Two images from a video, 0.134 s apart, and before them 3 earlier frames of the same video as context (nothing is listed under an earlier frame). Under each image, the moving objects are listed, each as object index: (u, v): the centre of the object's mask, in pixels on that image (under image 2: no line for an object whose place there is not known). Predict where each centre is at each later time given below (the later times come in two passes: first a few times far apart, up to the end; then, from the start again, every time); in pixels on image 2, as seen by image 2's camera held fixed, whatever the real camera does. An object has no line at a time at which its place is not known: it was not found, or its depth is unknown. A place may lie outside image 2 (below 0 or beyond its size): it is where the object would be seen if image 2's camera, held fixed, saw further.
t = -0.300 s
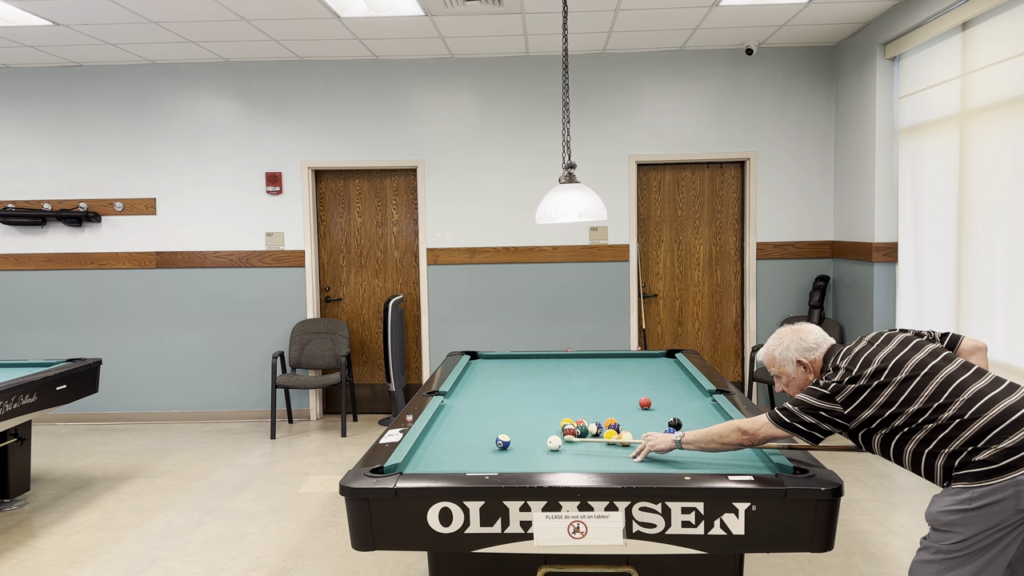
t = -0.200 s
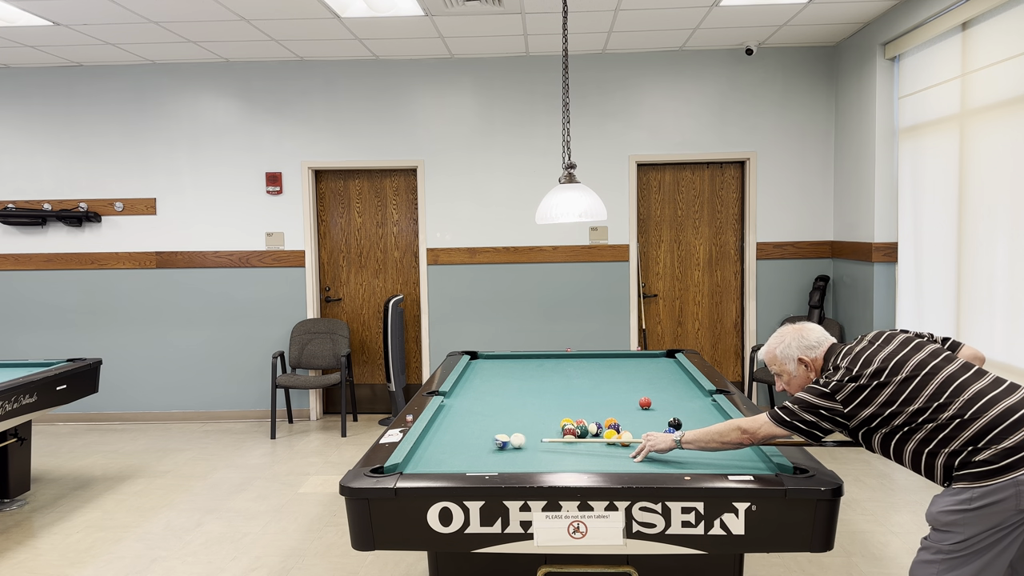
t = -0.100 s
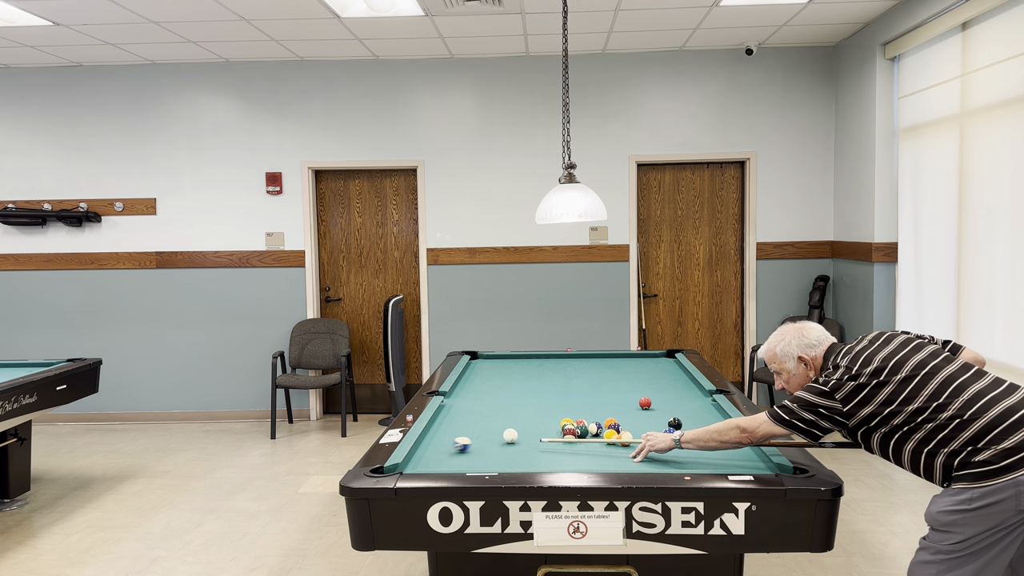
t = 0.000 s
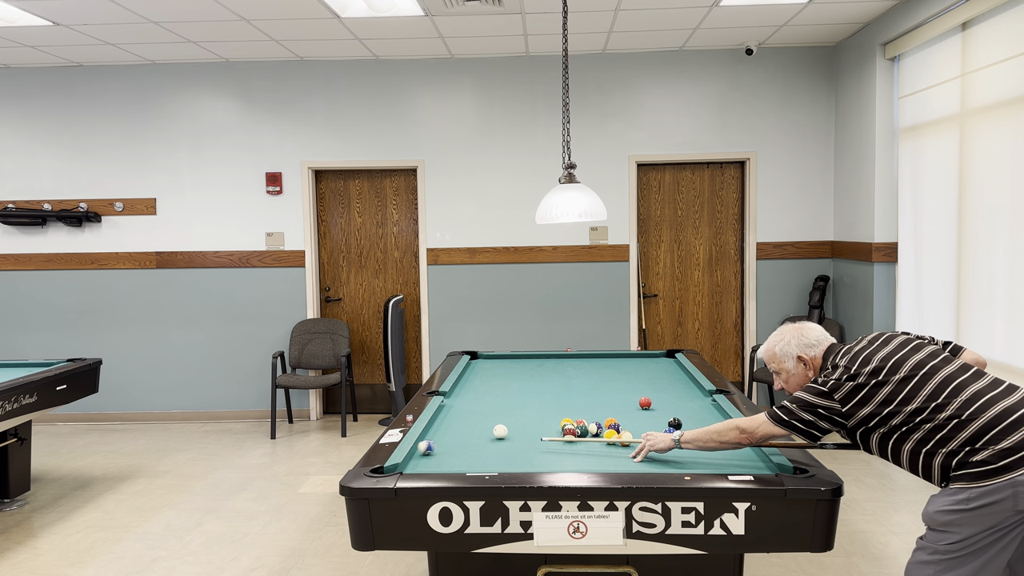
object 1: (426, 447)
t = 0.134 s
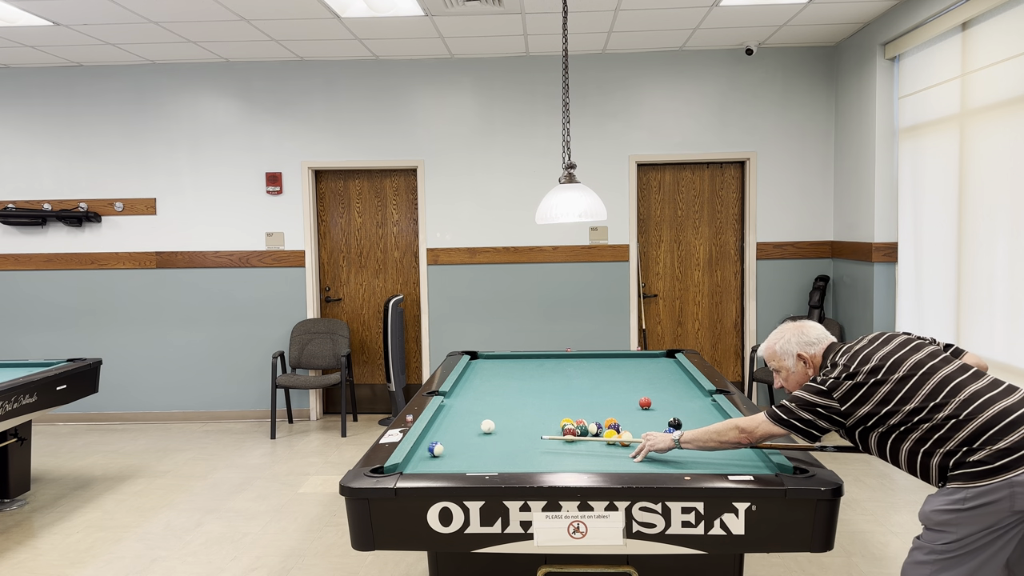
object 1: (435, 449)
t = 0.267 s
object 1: (454, 450)
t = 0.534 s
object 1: (491, 452)
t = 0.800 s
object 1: (528, 455)
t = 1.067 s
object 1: (565, 458)
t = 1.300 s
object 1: (595, 459)
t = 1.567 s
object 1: (631, 462)
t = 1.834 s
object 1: (666, 464)
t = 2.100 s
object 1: (698, 465)
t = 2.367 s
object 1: (728, 466)
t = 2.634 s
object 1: (753, 466)
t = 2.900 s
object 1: (774, 466)
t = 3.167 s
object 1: (773, 468)
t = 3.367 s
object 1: (772, 469)
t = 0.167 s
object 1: (440, 449)
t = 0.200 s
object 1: (445, 449)
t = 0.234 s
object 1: (449, 449)
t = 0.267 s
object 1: (454, 450)
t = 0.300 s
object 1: (458, 450)
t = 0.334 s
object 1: (463, 450)
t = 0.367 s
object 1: (469, 451)
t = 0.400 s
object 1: (473, 451)
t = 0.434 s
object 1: (478, 452)
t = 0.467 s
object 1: (482, 452)
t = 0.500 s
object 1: (487, 452)
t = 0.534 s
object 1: (491, 452)
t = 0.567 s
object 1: (496, 453)
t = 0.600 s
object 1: (500, 453)
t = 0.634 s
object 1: (505, 453)
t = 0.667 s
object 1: (510, 453)
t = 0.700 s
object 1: (515, 454)
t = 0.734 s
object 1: (519, 455)
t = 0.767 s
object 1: (523, 455)
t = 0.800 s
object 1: (528, 455)
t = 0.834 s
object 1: (533, 455)
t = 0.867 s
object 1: (537, 456)
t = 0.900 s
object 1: (542, 456)
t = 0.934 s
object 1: (546, 456)
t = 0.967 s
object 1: (551, 456)
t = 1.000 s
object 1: (556, 457)
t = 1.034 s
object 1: (560, 457)
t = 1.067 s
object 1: (565, 458)
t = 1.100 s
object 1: (569, 458)
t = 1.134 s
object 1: (573, 458)
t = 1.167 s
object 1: (578, 459)
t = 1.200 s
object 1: (583, 459)
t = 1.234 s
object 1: (587, 459)
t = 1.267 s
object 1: (591, 460)
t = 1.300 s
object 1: (595, 459)
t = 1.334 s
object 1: (600, 460)
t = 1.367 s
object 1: (605, 460)
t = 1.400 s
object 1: (609, 460)
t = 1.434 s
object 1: (614, 461)
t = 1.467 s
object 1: (618, 461)
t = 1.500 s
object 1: (622, 461)
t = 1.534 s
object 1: (627, 461)
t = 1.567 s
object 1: (631, 462)
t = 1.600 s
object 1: (635, 462)
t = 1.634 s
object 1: (640, 462)
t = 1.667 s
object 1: (643, 462)
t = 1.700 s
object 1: (648, 462)
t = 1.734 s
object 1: (652, 463)
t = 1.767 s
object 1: (657, 463)
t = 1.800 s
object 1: (661, 463)
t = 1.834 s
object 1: (666, 464)
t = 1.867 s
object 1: (669, 464)
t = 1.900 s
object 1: (673, 464)
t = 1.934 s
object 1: (678, 464)
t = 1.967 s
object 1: (682, 464)
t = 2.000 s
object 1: (687, 464)
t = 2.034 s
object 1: (690, 465)
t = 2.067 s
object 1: (694, 465)
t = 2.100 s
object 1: (698, 465)
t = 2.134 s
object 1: (702, 465)
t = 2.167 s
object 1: (706, 465)
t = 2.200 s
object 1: (711, 465)
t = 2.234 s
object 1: (715, 466)
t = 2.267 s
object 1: (719, 466)
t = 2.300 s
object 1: (722, 466)
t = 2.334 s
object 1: (725, 466)
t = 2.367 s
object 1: (728, 466)
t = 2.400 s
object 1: (731, 466)
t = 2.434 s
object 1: (735, 466)
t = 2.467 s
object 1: (738, 466)
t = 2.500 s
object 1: (741, 466)
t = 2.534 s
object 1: (744, 466)
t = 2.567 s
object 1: (747, 466)
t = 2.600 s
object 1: (750, 466)
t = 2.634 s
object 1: (753, 466)
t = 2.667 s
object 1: (756, 465)
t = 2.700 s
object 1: (760, 465)
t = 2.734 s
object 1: (762, 466)
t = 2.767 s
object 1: (765, 466)
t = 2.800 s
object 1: (768, 466)
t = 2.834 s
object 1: (770, 466)
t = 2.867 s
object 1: (773, 466)
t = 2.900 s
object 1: (774, 466)
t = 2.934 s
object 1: (774, 466)
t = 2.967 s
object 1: (774, 467)
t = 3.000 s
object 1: (774, 467)
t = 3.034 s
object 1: (774, 467)
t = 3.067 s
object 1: (774, 467)
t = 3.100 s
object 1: (773, 467)
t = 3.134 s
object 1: (773, 468)
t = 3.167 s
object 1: (773, 468)
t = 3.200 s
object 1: (773, 468)
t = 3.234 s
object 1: (773, 468)
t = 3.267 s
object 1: (773, 468)
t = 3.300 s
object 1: (773, 468)
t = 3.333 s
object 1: (772, 468)
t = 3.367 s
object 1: (772, 469)
